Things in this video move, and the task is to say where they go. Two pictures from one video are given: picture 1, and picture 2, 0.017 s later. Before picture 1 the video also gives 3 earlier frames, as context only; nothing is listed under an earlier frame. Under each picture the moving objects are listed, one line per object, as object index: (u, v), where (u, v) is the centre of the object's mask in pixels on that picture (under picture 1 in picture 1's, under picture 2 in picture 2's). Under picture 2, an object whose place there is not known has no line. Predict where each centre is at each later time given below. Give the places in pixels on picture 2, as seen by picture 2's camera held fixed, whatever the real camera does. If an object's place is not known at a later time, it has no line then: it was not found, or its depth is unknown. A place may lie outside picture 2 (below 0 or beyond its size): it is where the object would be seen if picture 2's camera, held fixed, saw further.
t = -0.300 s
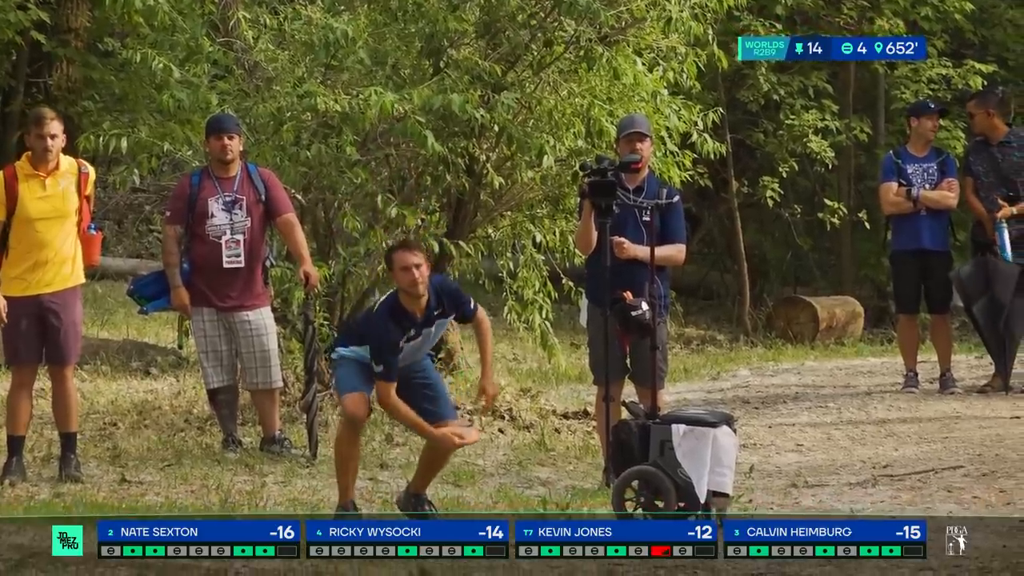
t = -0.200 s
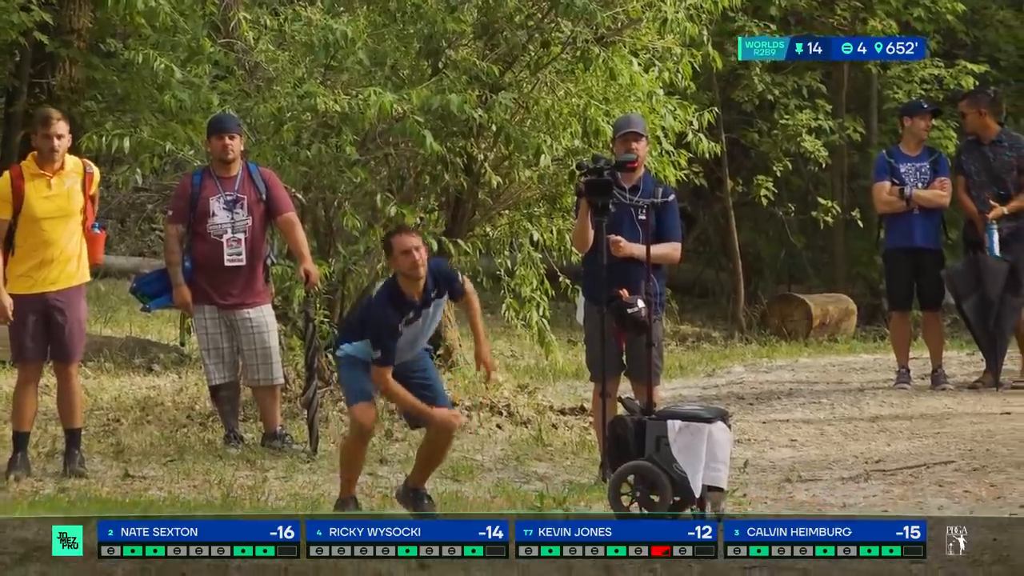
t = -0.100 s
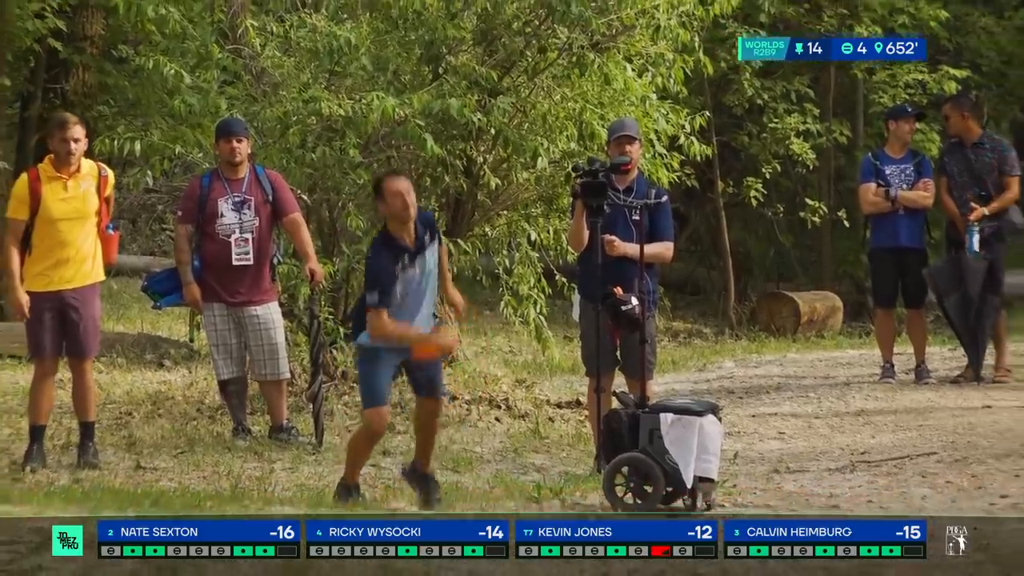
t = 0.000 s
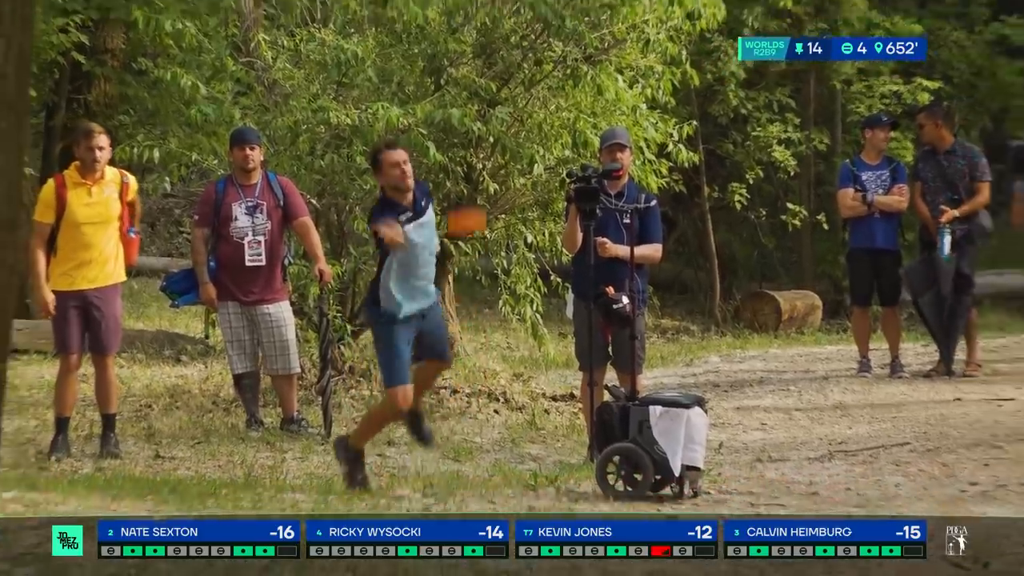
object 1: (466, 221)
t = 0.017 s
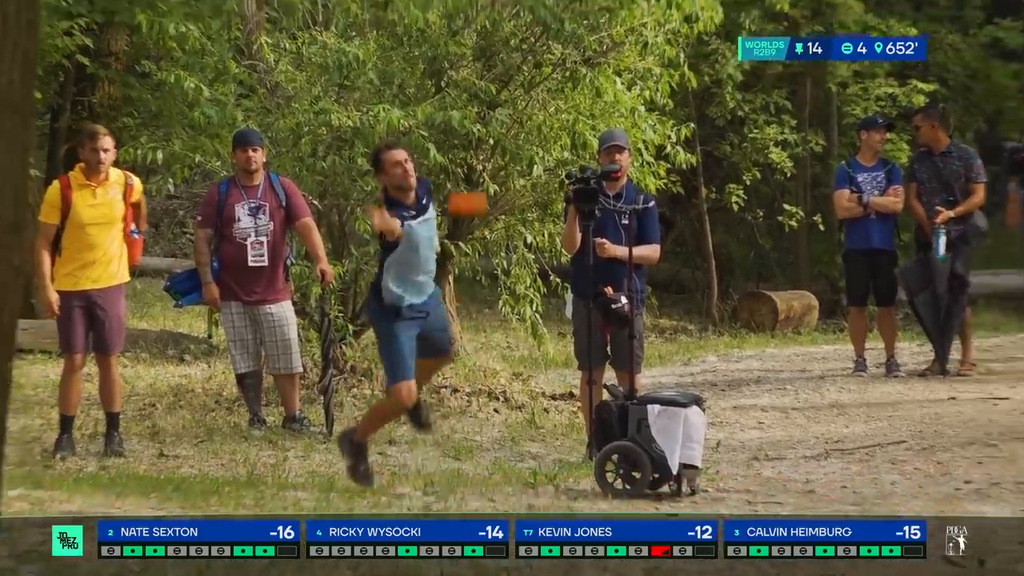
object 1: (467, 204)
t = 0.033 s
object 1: (468, 183)
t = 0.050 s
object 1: (470, 162)
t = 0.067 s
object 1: (470, 144)
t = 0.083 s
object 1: (473, 125)
